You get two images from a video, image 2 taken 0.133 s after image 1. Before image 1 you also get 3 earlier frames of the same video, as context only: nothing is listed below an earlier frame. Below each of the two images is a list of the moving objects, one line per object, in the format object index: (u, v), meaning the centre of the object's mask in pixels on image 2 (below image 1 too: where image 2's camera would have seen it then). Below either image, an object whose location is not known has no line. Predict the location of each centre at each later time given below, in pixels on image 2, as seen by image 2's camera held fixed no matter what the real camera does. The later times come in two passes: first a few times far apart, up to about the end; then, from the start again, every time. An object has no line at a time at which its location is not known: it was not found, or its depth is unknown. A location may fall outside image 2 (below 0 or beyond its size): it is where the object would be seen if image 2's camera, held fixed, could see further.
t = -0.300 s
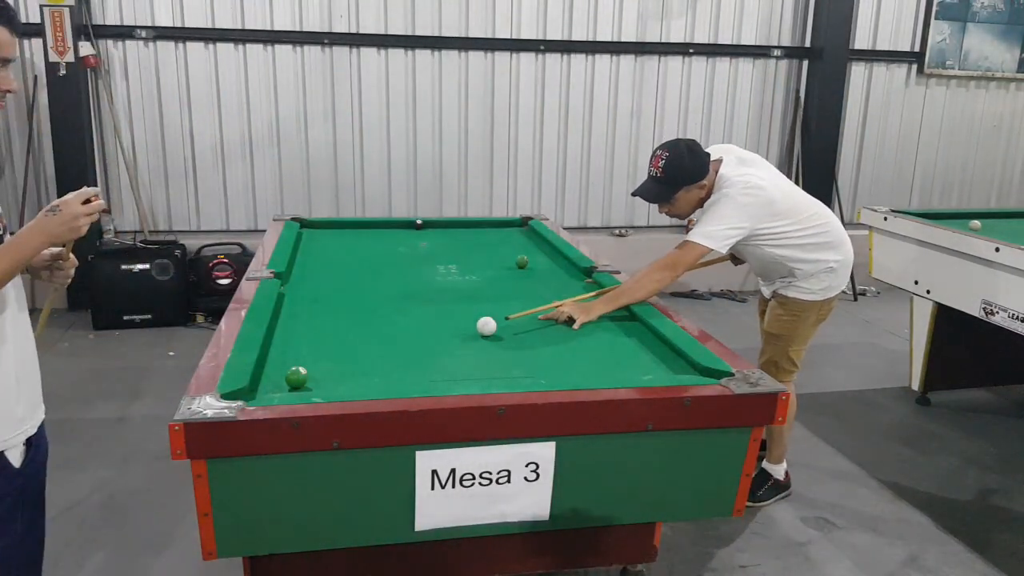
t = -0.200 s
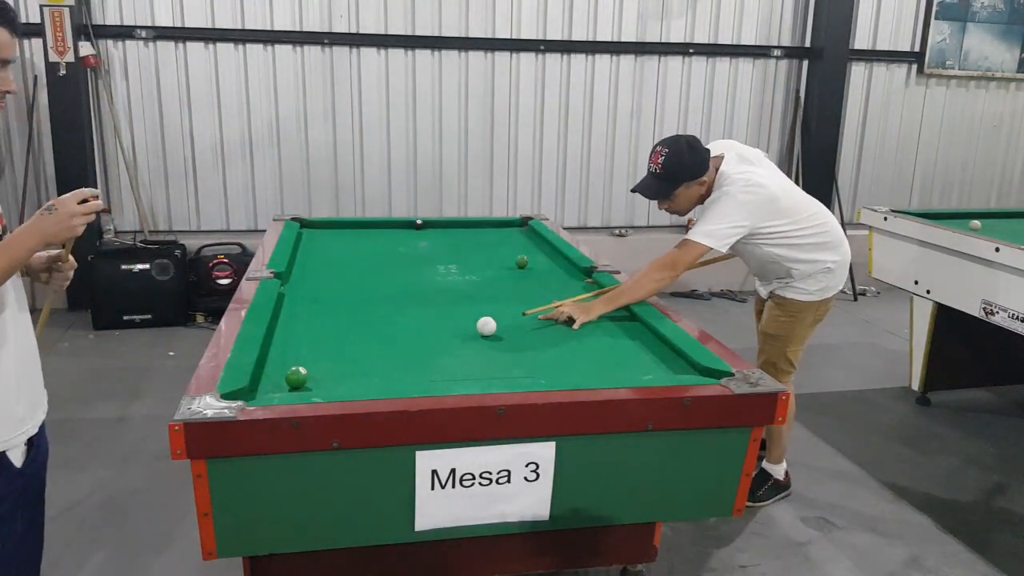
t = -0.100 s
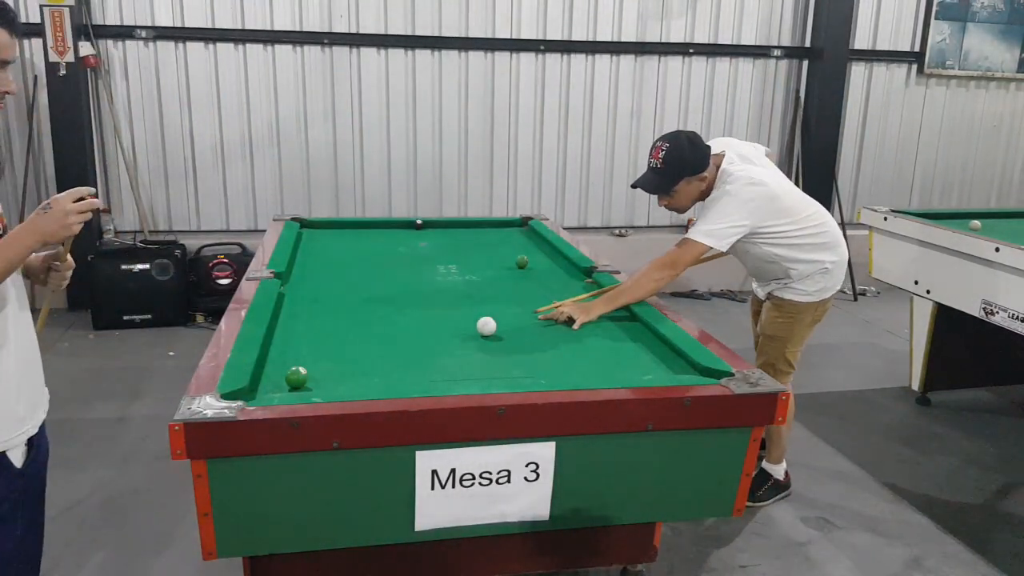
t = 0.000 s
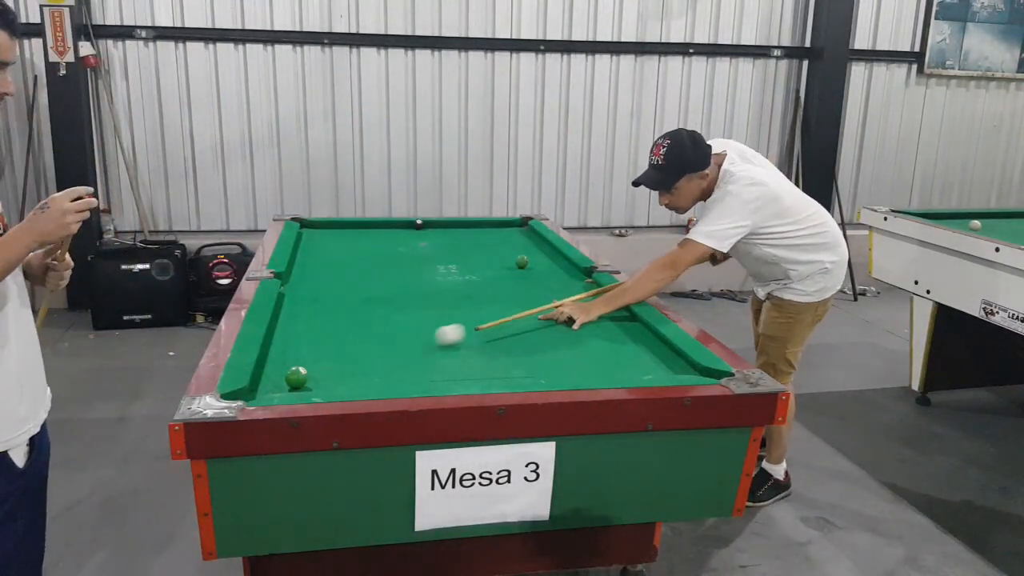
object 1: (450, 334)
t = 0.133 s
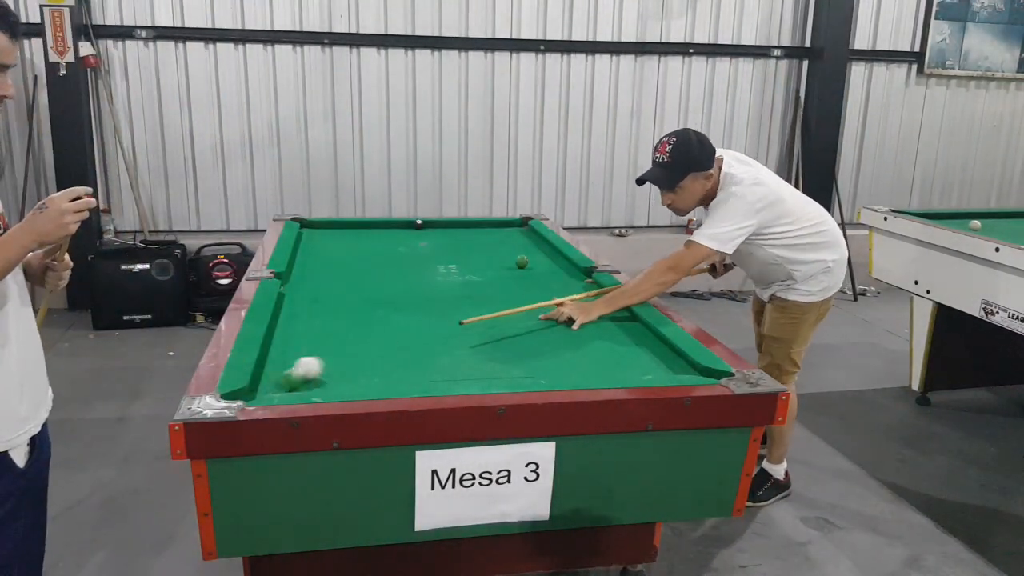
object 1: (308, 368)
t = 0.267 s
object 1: (294, 370)
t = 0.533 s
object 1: (407, 380)
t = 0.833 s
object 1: (490, 370)
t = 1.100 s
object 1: (548, 356)
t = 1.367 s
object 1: (599, 344)
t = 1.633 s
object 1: (643, 333)
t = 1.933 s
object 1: (601, 325)
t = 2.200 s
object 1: (559, 318)
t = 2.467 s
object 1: (522, 312)
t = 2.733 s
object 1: (489, 307)
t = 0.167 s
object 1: (289, 368)
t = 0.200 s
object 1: (269, 368)
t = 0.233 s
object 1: (277, 368)
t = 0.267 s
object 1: (294, 370)
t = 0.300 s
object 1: (309, 372)
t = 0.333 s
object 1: (323, 374)
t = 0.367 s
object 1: (337, 375)
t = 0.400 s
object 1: (351, 377)
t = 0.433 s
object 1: (365, 377)
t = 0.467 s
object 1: (379, 379)
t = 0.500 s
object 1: (393, 379)
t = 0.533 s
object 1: (407, 380)
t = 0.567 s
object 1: (421, 380)
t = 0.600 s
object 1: (431, 380)
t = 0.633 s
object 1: (440, 379)
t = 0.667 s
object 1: (449, 377)
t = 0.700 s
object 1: (458, 376)
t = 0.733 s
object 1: (466, 374)
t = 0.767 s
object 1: (474, 373)
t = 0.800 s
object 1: (482, 371)
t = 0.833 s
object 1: (490, 370)
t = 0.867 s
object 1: (498, 368)
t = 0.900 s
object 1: (505, 367)
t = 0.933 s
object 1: (513, 365)
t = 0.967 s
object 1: (520, 363)
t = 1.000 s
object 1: (527, 361)
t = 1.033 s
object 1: (534, 360)
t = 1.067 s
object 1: (541, 358)
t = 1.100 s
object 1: (548, 356)
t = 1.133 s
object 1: (555, 355)
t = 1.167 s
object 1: (562, 353)
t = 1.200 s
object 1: (568, 352)
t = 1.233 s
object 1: (575, 350)
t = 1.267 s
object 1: (581, 349)
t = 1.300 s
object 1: (587, 347)
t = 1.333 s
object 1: (593, 346)
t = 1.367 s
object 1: (599, 344)
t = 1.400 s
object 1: (605, 343)
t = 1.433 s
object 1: (610, 341)
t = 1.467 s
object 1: (616, 340)
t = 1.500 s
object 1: (621, 338)
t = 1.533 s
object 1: (627, 337)
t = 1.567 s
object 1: (632, 336)
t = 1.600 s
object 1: (638, 335)
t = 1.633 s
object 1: (643, 333)
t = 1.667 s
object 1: (646, 332)
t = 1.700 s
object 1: (641, 331)
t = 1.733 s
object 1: (635, 330)
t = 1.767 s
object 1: (629, 329)
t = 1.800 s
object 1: (623, 328)
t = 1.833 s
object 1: (617, 327)
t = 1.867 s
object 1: (612, 326)
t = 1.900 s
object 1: (606, 326)
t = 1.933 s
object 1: (601, 325)
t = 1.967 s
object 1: (595, 324)
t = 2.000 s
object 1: (590, 323)
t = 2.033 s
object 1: (585, 322)
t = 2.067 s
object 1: (579, 321)
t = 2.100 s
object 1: (574, 320)
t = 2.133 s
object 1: (569, 320)
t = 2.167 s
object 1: (565, 319)
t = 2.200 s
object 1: (559, 318)
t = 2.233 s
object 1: (555, 317)
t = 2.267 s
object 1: (550, 316)
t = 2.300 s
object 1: (545, 316)
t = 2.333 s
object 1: (540, 315)
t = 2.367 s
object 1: (535, 314)
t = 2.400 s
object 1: (531, 314)
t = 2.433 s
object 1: (527, 313)
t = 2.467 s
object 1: (522, 312)
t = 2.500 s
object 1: (518, 311)
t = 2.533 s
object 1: (513, 310)
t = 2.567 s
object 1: (509, 310)
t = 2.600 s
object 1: (505, 309)
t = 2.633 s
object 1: (501, 308)
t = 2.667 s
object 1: (497, 308)
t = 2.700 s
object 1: (493, 307)
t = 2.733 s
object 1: (489, 307)
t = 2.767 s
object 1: (485, 306)
